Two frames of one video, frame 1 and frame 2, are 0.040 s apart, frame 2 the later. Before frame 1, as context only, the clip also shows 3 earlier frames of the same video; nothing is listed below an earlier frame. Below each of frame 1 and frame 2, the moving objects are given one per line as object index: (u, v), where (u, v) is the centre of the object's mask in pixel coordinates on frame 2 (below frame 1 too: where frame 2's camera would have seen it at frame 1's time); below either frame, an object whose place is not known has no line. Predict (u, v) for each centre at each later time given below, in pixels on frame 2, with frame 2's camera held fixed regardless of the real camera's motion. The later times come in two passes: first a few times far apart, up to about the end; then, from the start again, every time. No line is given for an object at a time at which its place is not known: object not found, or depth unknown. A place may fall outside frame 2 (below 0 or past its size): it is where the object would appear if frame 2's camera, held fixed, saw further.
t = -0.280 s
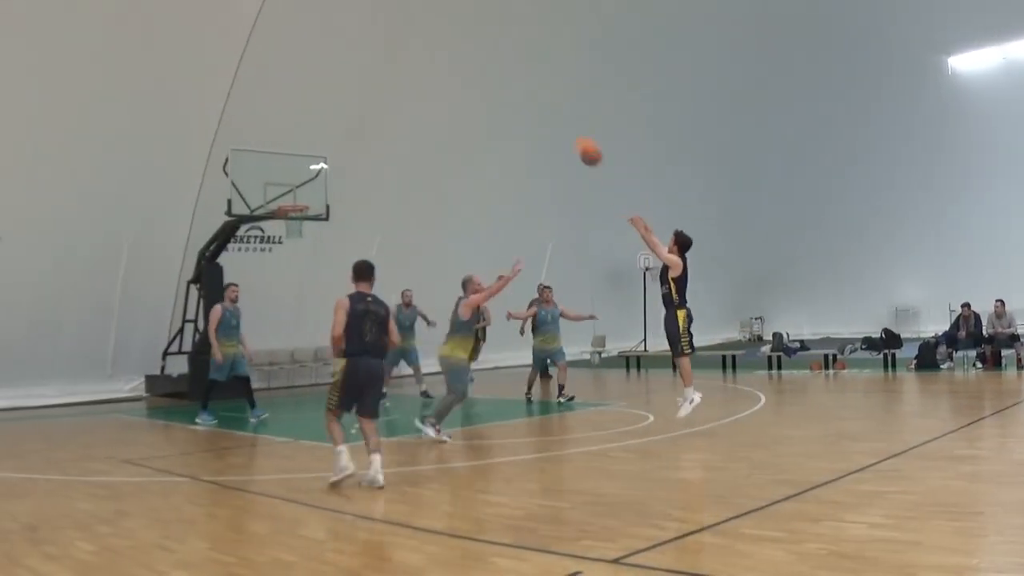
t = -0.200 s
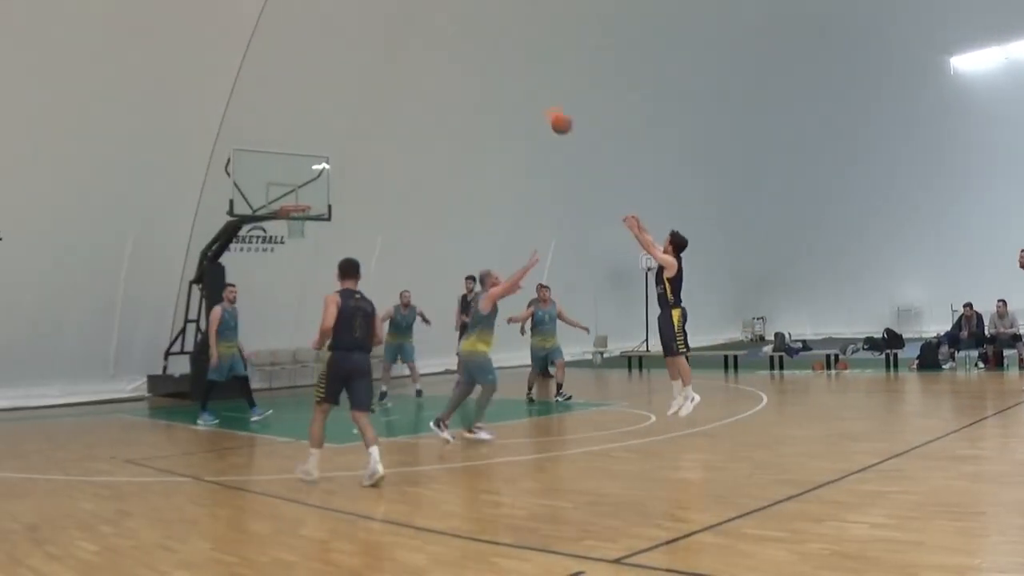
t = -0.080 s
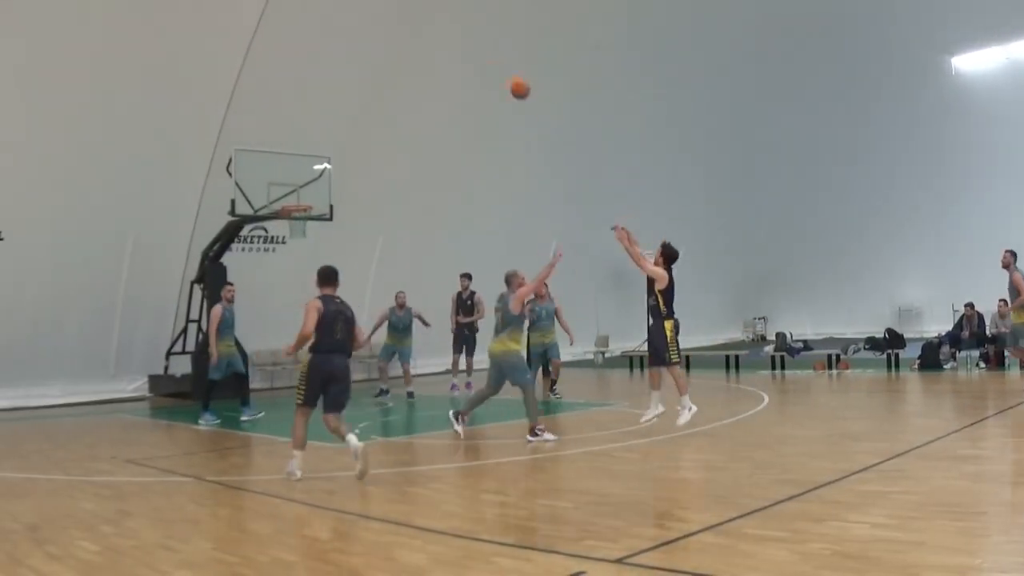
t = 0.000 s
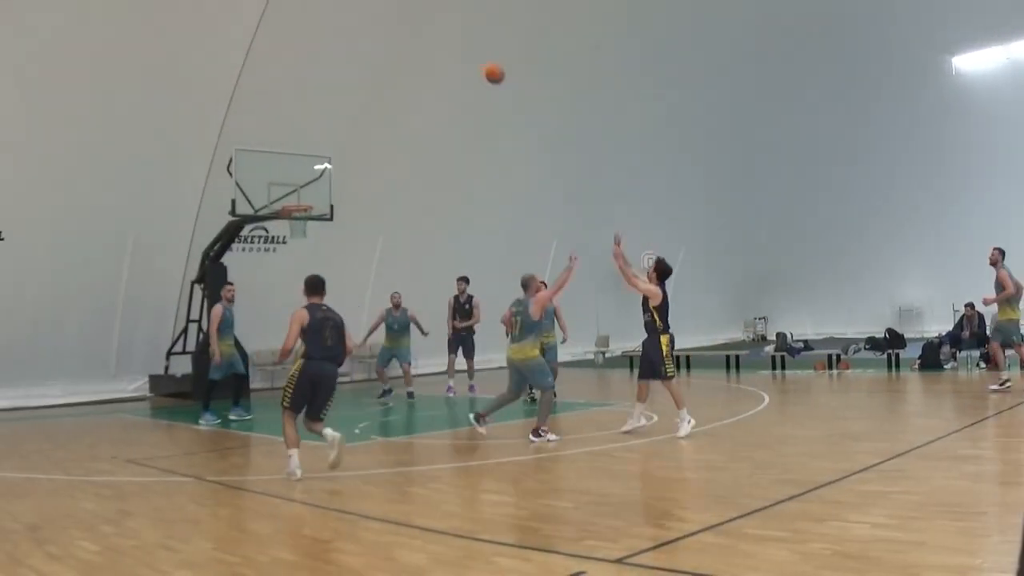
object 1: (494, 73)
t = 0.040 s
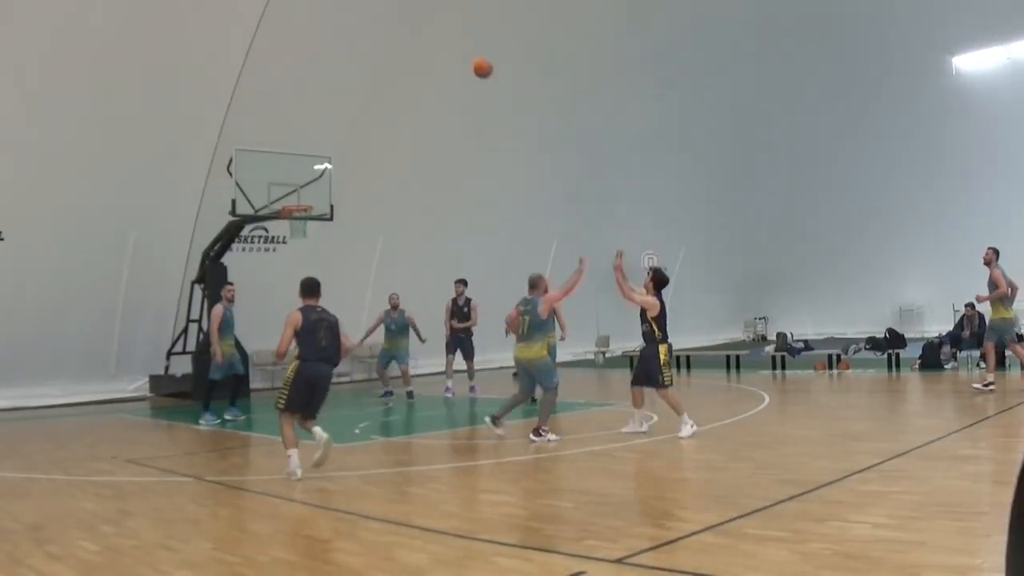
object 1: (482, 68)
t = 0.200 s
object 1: (438, 60)
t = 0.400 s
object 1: (390, 73)
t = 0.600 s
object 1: (348, 111)
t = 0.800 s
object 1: (312, 171)
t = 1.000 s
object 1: (323, 182)
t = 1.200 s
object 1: (362, 161)
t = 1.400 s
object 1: (400, 163)
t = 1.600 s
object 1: (439, 189)
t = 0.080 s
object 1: (470, 64)
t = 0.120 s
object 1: (459, 61)
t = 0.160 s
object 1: (448, 60)
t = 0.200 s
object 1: (438, 60)
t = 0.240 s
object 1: (428, 60)
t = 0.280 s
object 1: (418, 62)
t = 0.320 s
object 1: (409, 65)
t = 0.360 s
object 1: (399, 69)
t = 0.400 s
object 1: (390, 73)
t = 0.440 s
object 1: (381, 79)
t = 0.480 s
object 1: (373, 86)
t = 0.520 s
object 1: (364, 94)
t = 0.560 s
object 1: (356, 102)
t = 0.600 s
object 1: (348, 111)
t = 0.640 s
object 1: (341, 122)
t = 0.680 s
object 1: (334, 133)
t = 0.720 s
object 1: (326, 144)
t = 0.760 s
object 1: (319, 157)
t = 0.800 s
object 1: (312, 171)
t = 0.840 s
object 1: (305, 185)
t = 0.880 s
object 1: (301, 199)
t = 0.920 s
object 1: (307, 200)
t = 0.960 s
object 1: (315, 191)
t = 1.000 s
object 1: (323, 182)
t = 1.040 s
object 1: (331, 177)
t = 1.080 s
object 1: (339, 172)
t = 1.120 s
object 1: (346, 167)
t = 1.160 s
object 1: (354, 164)
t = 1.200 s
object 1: (362, 161)
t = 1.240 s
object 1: (370, 160)
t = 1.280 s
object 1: (377, 159)
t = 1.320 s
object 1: (385, 160)
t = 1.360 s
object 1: (393, 161)
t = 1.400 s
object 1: (400, 163)
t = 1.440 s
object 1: (408, 166)
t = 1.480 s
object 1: (416, 170)
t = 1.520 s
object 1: (424, 176)
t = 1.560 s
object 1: (432, 182)
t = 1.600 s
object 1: (439, 189)
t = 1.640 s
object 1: (447, 197)
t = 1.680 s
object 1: (454, 206)
